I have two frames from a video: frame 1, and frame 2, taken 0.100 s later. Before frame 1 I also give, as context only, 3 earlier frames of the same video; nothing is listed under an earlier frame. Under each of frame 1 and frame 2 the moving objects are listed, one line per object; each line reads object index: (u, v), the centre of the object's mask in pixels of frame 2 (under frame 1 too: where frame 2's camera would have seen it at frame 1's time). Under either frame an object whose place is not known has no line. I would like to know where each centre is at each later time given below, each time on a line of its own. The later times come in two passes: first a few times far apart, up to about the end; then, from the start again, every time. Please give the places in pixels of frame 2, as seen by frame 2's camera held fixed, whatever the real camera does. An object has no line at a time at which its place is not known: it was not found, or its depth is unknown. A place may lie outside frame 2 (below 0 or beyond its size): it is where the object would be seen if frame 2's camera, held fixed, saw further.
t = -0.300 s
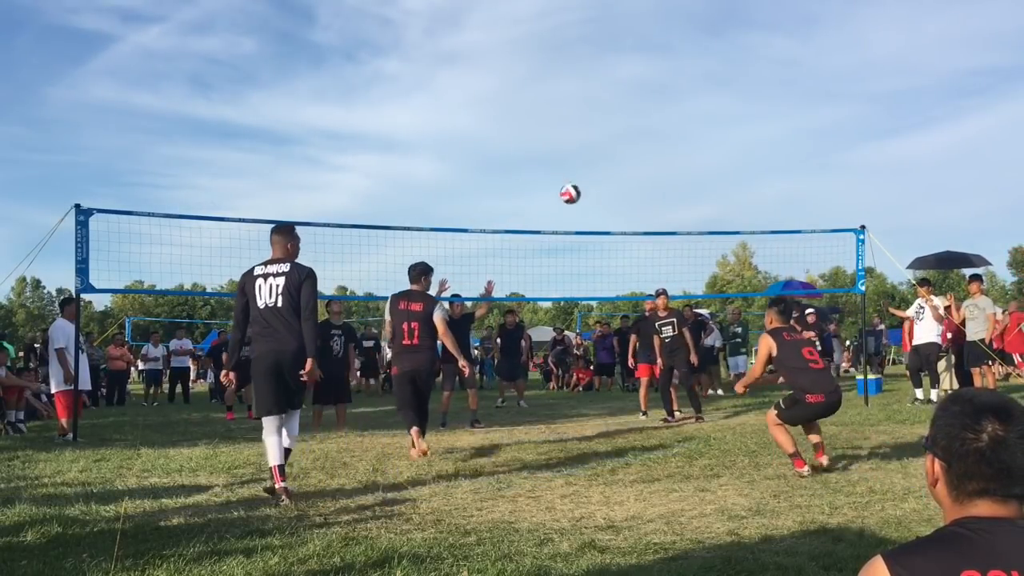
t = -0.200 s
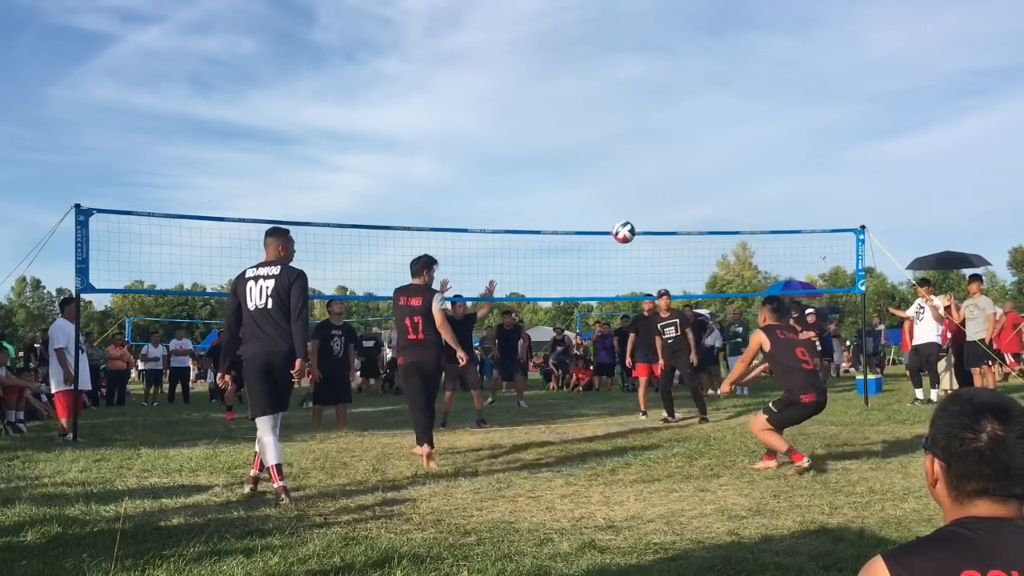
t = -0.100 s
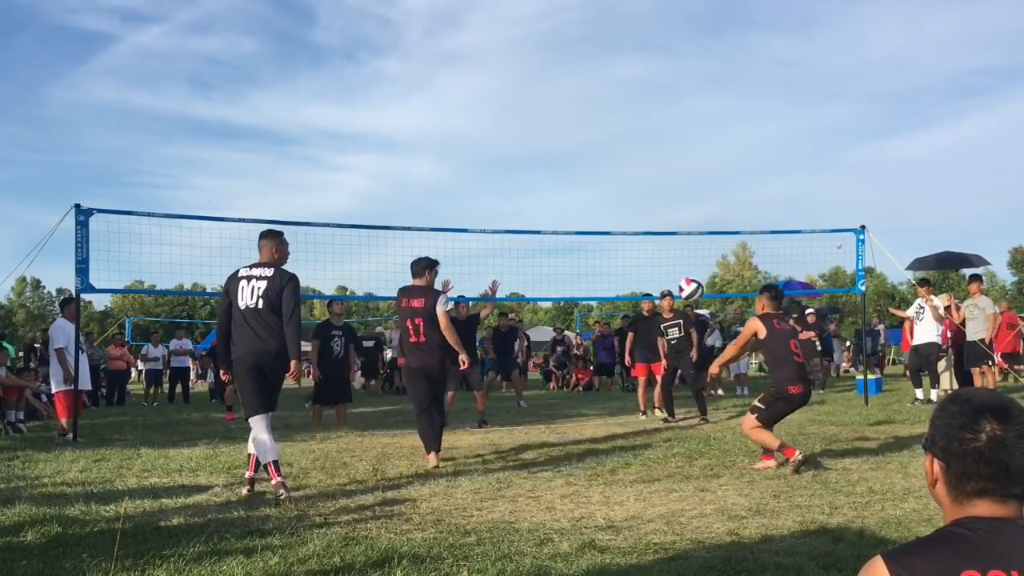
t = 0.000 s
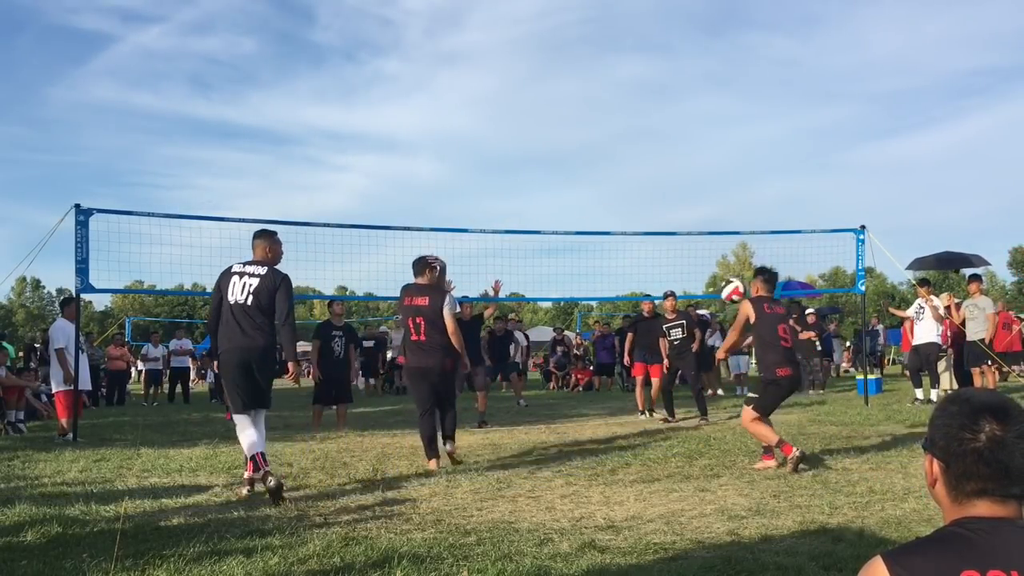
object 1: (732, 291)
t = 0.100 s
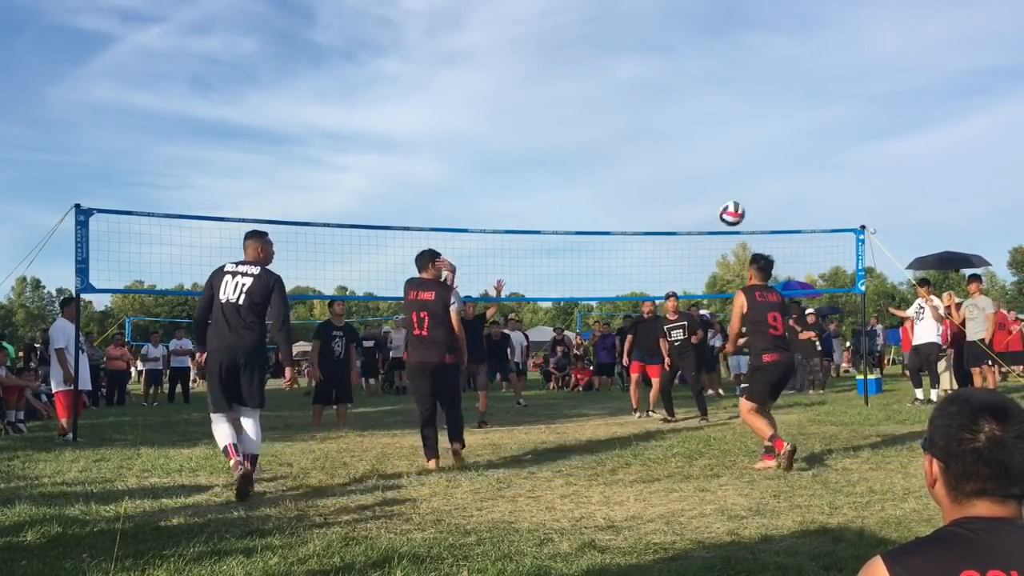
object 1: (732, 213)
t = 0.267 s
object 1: (731, 120)
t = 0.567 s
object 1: (735, 45)
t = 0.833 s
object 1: (741, 61)
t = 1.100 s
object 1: (748, 142)
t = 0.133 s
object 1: (731, 191)
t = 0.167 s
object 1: (731, 171)
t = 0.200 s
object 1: (731, 152)
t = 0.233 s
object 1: (731, 135)
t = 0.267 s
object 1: (731, 120)
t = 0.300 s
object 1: (731, 106)
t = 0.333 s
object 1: (731, 93)
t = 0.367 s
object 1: (732, 82)
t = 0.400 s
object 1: (732, 73)
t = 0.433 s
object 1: (733, 65)
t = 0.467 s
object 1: (733, 58)
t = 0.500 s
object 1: (733, 53)
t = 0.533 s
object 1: (734, 48)
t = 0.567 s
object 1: (735, 45)
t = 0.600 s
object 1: (736, 43)
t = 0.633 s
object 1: (736, 42)
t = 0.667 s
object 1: (737, 43)
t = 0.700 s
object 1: (738, 44)
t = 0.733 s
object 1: (738, 47)
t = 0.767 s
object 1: (739, 51)
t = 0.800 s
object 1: (740, 55)
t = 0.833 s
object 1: (741, 61)
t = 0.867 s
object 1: (742, 68)
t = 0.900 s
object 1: (743, 76)
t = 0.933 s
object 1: (743, 84)
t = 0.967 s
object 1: (744, 94)
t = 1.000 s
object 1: (745, 105)
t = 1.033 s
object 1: (746, 116)
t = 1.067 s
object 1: (747, 129)
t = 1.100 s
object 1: (748, 142)
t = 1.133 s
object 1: (749, 156)
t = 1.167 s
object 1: (750, 171)
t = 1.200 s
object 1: (751, 186)
